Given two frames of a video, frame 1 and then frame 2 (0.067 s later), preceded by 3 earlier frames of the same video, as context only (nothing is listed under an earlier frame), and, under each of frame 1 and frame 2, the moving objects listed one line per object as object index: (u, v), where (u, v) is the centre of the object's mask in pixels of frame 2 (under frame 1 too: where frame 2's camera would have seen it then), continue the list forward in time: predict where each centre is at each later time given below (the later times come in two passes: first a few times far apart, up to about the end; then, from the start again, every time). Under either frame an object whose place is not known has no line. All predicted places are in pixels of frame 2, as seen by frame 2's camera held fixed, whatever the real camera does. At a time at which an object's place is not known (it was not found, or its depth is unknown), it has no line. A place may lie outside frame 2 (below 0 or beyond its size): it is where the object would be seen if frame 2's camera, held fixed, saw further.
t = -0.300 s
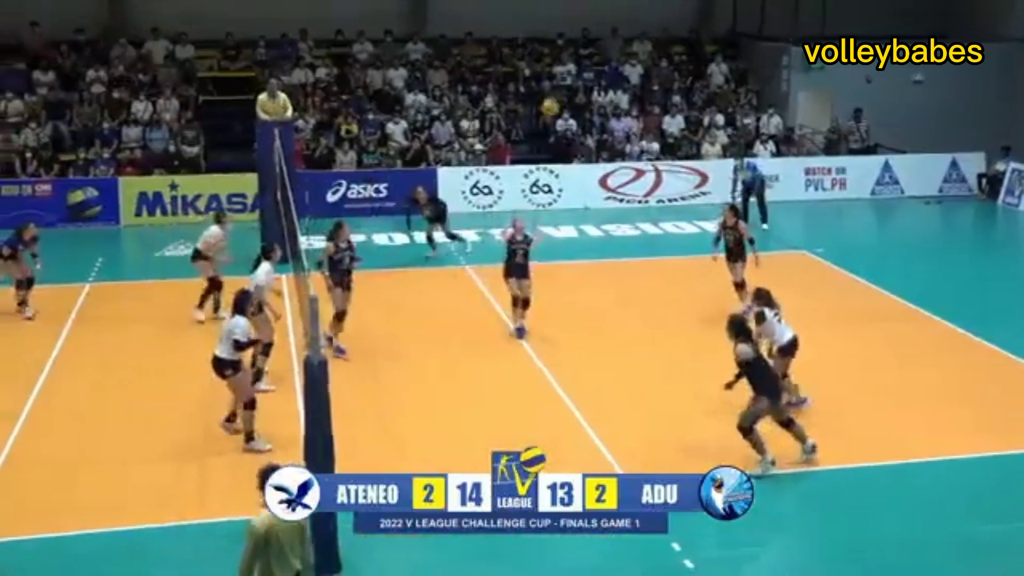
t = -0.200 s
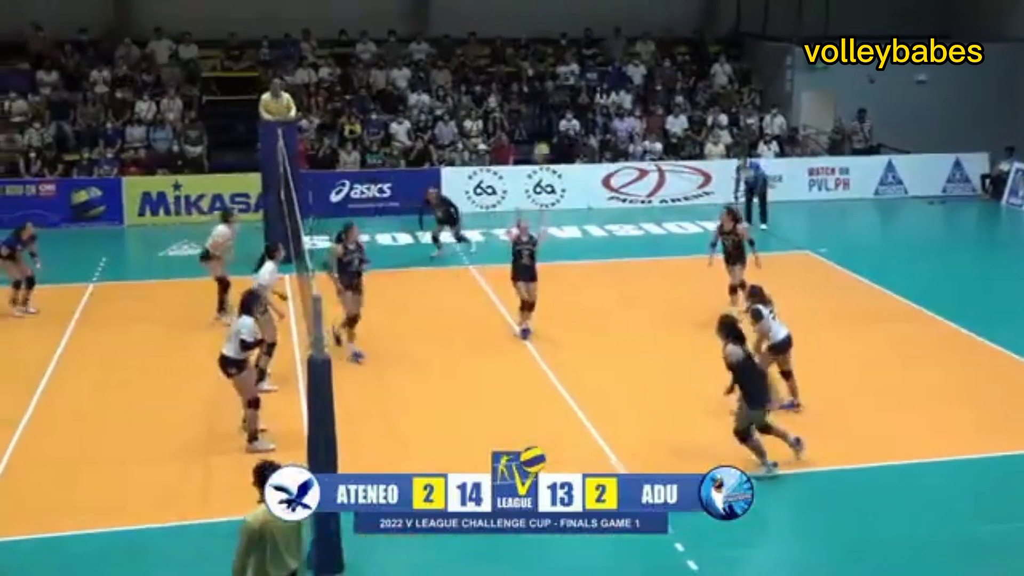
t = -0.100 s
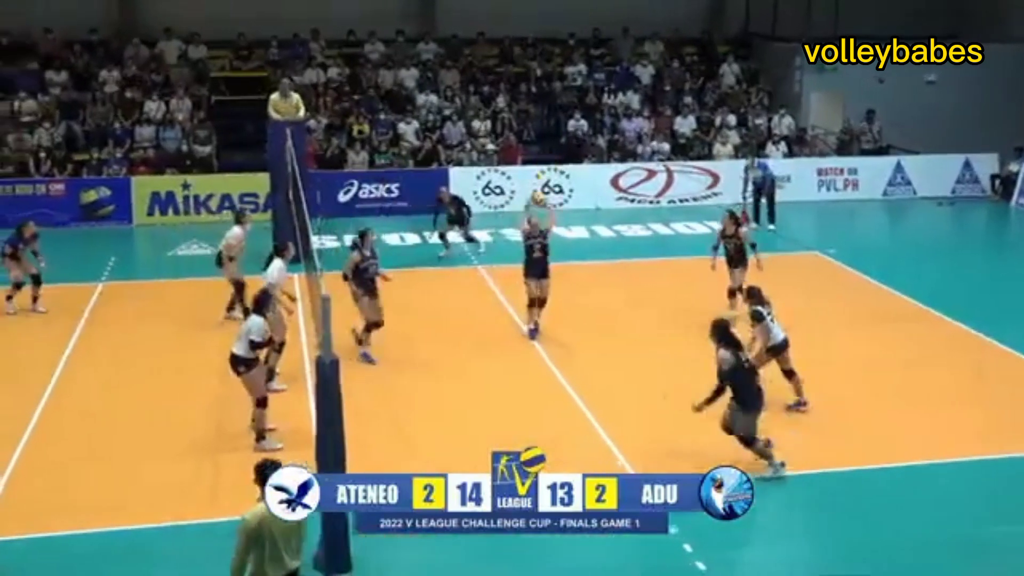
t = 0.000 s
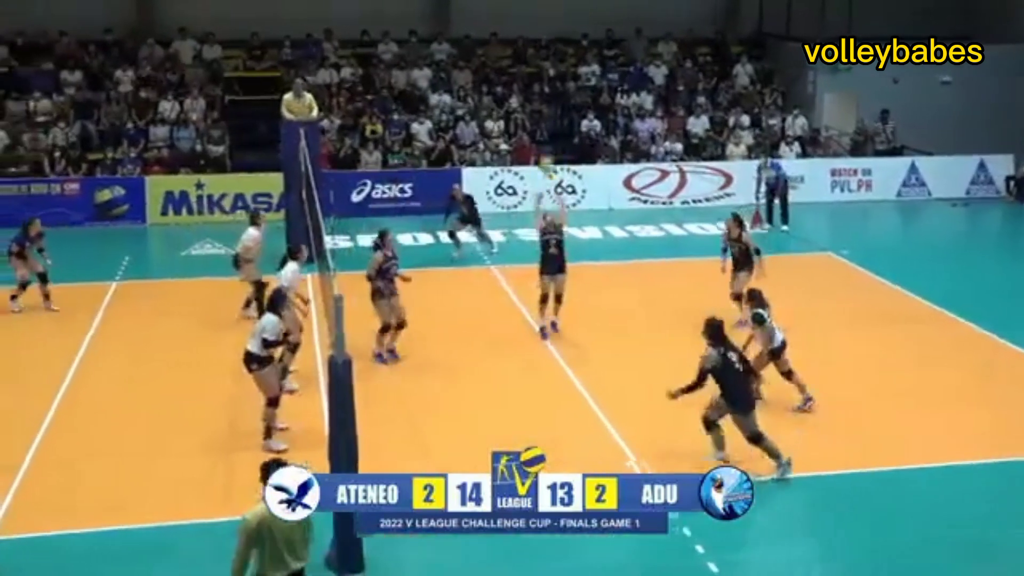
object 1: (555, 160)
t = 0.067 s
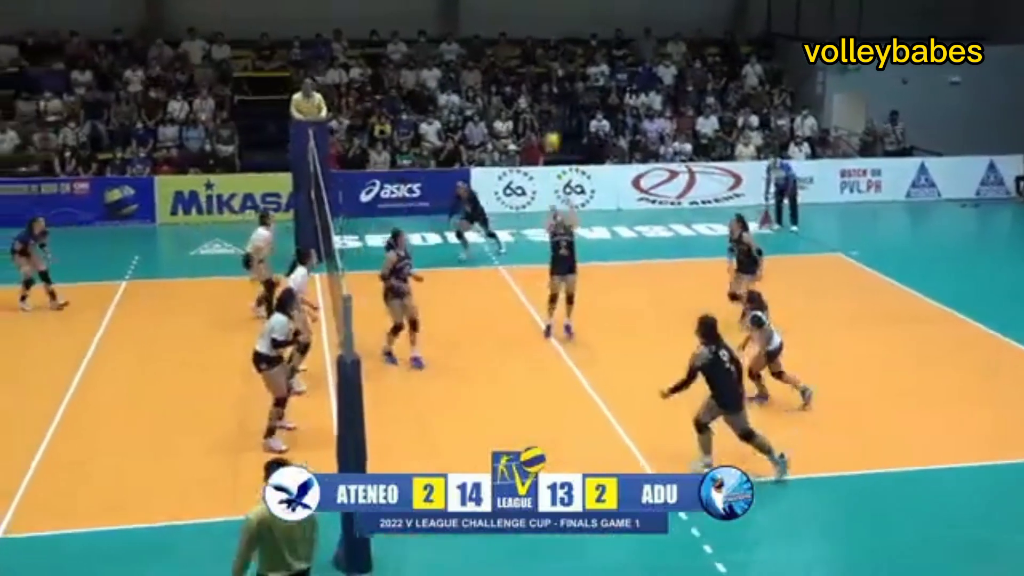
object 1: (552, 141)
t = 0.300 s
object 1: (542, 75)
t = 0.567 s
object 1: (525, 55)
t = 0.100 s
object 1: (551, 131)
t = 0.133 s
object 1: (548, 118)
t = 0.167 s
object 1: (547, 108)
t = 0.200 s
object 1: (546, 96)
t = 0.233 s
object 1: (544, 92)
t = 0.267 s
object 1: (543, 84)
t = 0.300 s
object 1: (542, 75)
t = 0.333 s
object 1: (540, 69)
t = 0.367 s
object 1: (537, 64)
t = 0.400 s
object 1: (535, 59)
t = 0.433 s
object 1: (534, 56)
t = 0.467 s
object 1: (531, 55)
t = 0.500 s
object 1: (529, 53)
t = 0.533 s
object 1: (527, 54)
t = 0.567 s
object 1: (525, 55)
